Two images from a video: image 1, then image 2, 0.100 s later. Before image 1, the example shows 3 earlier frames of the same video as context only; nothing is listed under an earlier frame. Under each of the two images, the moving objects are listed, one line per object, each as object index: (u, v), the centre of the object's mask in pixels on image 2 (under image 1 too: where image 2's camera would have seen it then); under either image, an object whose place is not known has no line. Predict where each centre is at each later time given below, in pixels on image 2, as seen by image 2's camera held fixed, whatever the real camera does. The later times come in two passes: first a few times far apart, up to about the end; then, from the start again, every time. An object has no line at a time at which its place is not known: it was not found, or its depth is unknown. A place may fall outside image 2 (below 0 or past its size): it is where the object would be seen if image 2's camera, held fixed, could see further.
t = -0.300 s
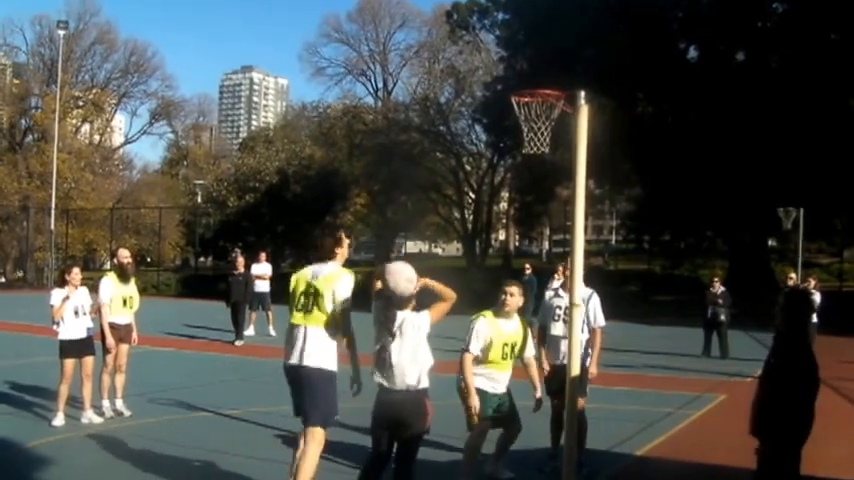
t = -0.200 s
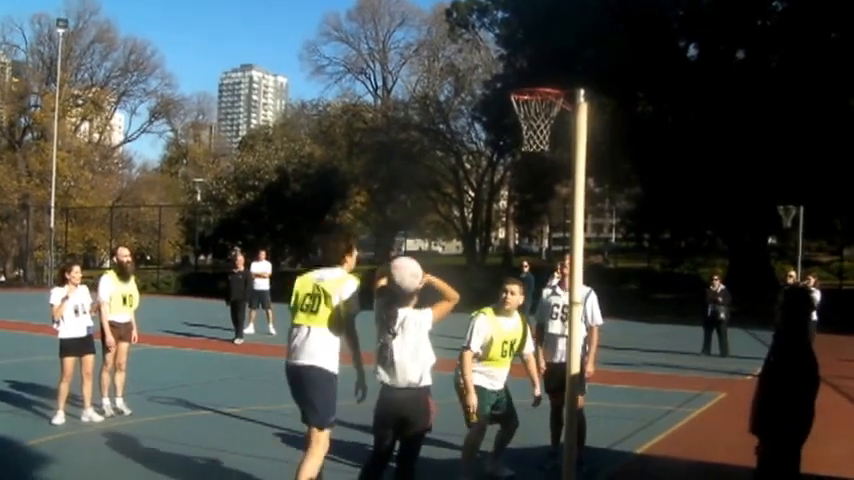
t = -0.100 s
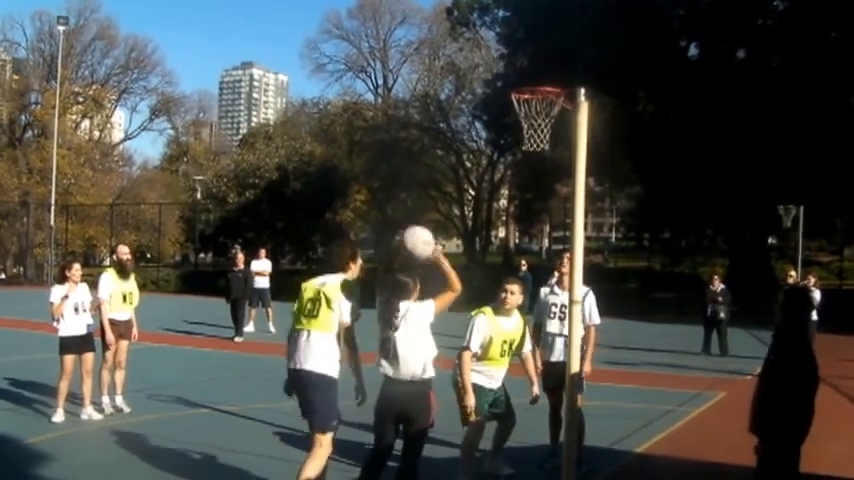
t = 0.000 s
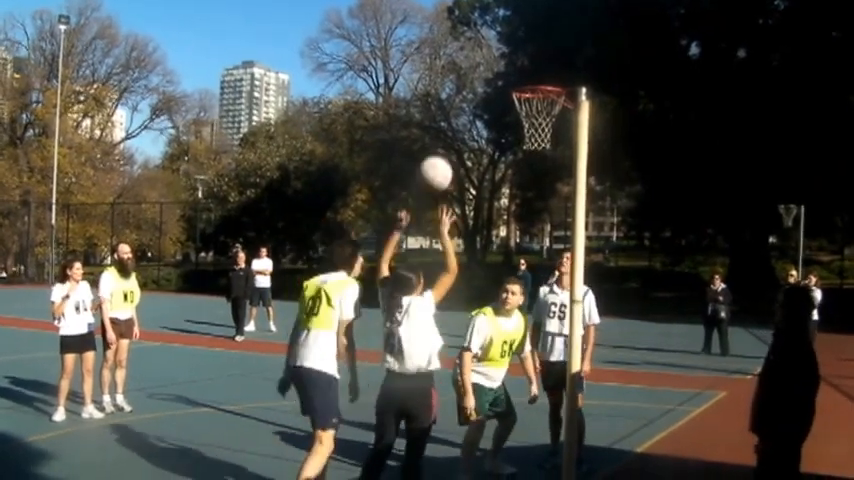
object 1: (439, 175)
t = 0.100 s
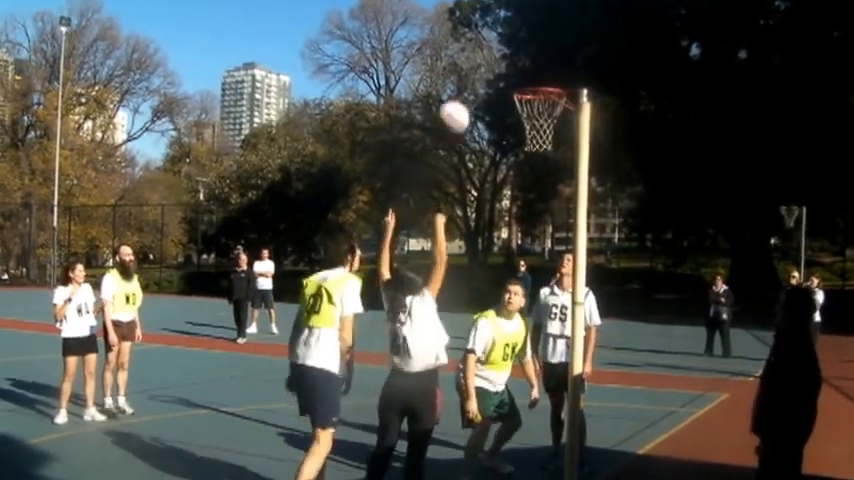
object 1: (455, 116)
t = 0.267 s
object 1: (479, 57)
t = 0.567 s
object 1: (515, 54)
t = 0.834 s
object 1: (536, 71)
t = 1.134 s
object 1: (555, 109)
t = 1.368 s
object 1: (553, 132)
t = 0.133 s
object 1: (461, 101)
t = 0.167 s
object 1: (465, 87)
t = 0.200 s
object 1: (470, 75)
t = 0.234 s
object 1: (474, 65)
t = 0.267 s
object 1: (479, 57)
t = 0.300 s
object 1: (483, 51)
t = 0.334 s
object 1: (485, 48)
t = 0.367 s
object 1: (491, 45)
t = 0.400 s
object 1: (495, 40)
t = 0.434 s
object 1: (499, 39)
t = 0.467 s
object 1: (504, 42)
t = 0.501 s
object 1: (506, 44)
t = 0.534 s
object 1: (510, 48)
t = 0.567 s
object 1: (515, 54)
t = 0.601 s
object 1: (520, 61)
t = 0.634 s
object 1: (520, 68)
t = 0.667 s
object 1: (525, 74)
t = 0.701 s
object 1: (526, 70)
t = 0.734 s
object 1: (528, 68)
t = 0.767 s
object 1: (531, 69)
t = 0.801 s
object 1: (534, 69)
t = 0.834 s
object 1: (536, 71)
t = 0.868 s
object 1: (537, 74)
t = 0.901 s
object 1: (540, 80)
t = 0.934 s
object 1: (542, 87)
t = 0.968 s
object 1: (543, 90)
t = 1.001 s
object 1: (544, 91)
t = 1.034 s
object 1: (548, 92)
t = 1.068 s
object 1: (551, 98)
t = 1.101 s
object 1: (553, 101)
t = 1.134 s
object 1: (555, 109)
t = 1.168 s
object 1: (558, 112)
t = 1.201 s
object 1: (556, 115)
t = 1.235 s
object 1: (556, 117)
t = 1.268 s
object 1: (557, 122)
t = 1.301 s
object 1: (556, 127)
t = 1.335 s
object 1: (553, 130)
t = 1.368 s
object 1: (553, 132)
